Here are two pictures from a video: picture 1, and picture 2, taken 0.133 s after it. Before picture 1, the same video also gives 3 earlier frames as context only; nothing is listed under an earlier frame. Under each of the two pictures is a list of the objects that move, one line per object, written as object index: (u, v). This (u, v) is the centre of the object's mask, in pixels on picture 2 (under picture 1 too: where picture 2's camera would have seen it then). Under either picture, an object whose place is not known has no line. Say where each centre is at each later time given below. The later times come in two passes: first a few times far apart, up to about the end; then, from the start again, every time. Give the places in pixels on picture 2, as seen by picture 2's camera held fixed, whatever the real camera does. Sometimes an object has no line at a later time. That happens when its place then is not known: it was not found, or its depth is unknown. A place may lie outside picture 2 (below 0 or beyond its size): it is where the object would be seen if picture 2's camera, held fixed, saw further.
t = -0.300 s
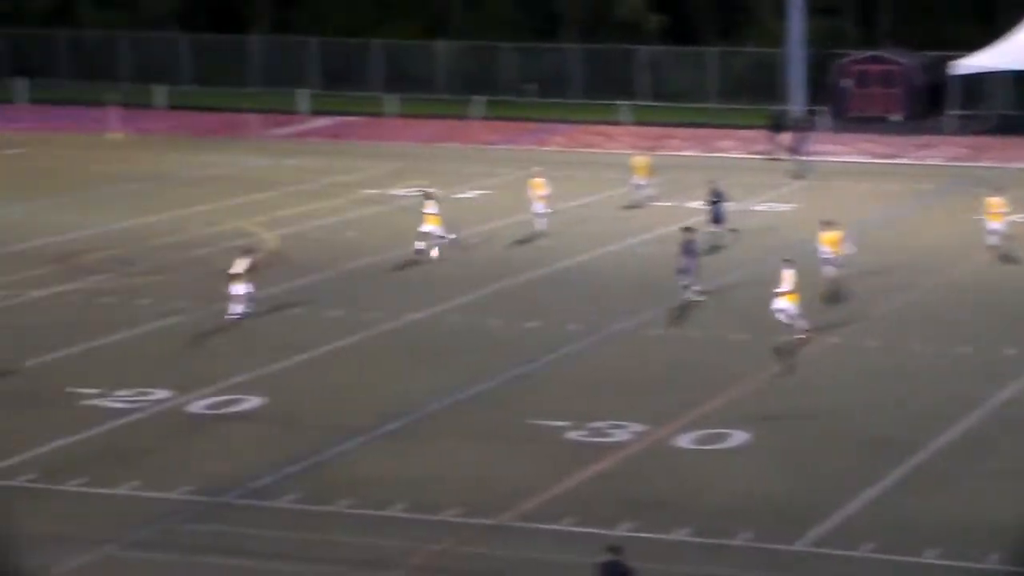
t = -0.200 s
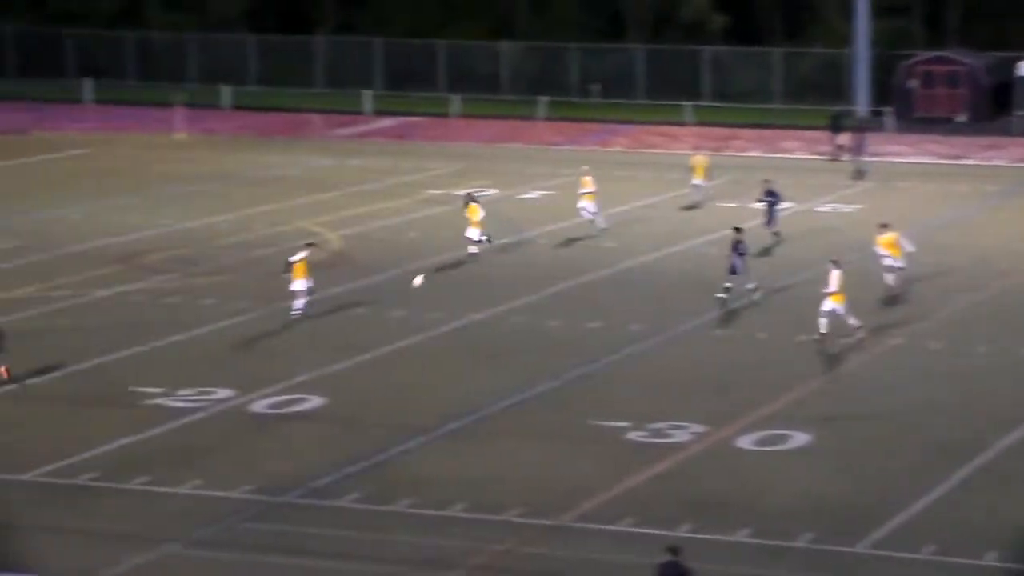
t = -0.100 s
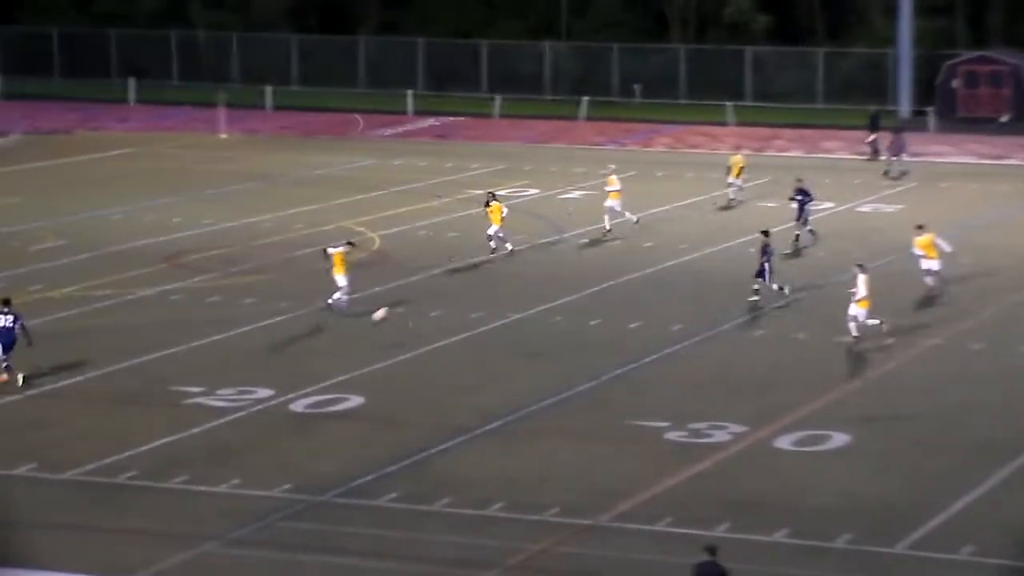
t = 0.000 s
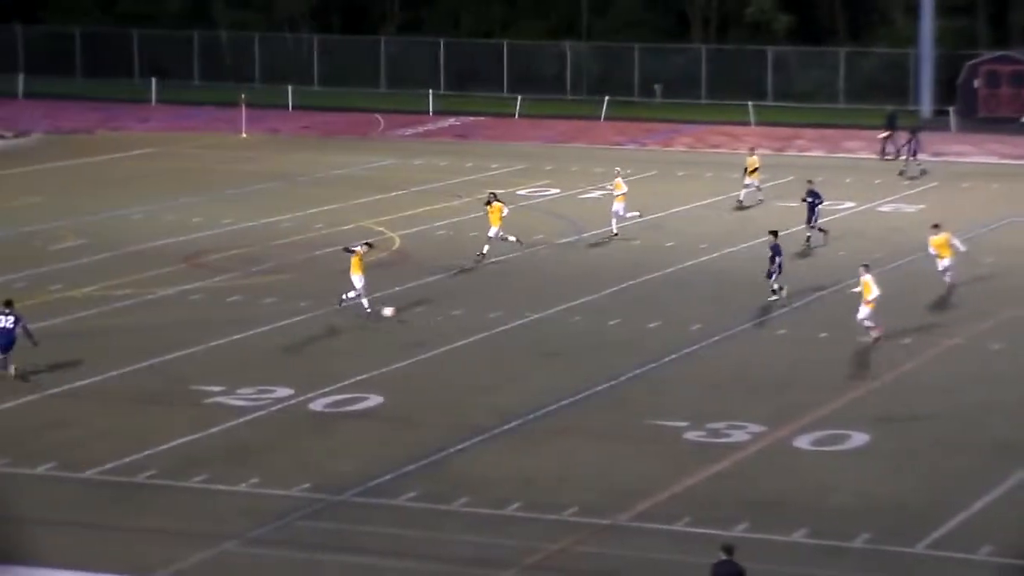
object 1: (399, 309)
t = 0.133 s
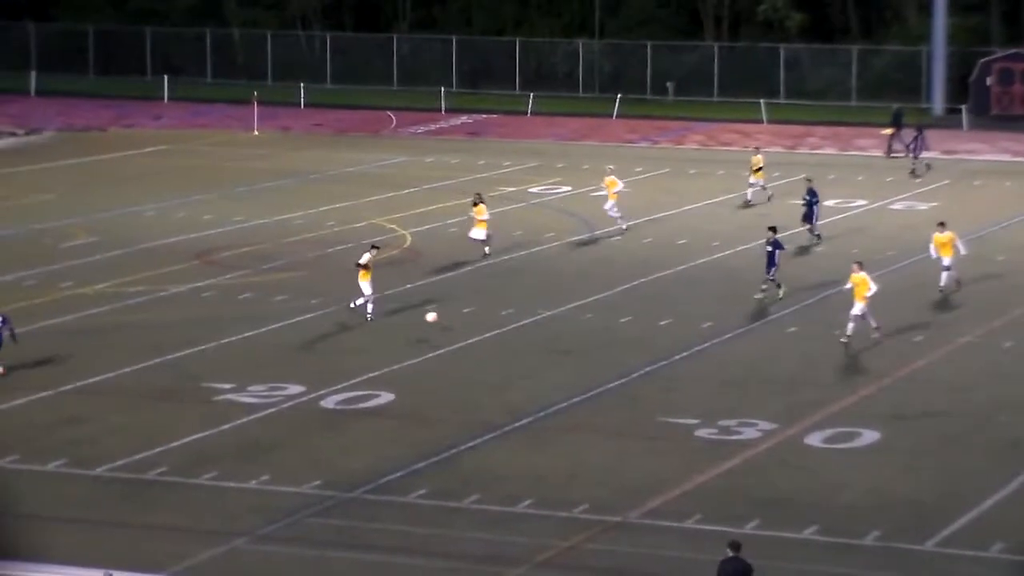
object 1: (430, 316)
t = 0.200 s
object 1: (446, 323)
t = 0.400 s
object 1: (493, 347)
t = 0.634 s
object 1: (542, 362)
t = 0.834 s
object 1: (582, 379)
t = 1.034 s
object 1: (621, 399)
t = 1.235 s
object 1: (655, 415)
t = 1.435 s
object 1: (687, 428)
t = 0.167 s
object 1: (438, 320)
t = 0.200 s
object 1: (446, 323)
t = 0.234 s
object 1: (454, 328)
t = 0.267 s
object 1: (462, 331)
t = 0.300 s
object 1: (470, 337)
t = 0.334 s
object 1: (478, 342)
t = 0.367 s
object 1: (486, 347)
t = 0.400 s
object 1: (493, 347)
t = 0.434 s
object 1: (500, 348)
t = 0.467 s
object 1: (507, 349)
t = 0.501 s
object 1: (514, 351)
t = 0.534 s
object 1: (521, 353)
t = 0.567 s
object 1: (528, 355)
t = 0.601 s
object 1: (536, 359)
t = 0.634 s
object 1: (542, 362)
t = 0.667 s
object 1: (549, 367)
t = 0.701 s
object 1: (557, 372)
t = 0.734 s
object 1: (563, 376)
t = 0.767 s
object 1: (570, 376)
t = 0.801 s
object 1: (576, 377)
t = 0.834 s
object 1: (582, 379)
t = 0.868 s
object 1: (589, 381)
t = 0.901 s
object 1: (595, 383)
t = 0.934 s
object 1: (601, 386)
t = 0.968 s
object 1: (608, 390)
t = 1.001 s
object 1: (614, 395)
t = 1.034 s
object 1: (621, 399)
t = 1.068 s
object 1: (626, 400)
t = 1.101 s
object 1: (632, 402)
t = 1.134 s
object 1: (638, 404)
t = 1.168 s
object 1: (644, 407)
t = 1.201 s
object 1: (650, 411)
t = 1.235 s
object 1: (655, 415)
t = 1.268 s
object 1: (661, 417)
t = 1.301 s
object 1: (666, 419)
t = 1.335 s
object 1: (671, 421)
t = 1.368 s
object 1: (677, 424)
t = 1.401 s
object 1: (682, 426)
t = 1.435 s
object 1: (687, 428)
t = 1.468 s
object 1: (692, 430)
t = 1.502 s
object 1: (697, 432)
